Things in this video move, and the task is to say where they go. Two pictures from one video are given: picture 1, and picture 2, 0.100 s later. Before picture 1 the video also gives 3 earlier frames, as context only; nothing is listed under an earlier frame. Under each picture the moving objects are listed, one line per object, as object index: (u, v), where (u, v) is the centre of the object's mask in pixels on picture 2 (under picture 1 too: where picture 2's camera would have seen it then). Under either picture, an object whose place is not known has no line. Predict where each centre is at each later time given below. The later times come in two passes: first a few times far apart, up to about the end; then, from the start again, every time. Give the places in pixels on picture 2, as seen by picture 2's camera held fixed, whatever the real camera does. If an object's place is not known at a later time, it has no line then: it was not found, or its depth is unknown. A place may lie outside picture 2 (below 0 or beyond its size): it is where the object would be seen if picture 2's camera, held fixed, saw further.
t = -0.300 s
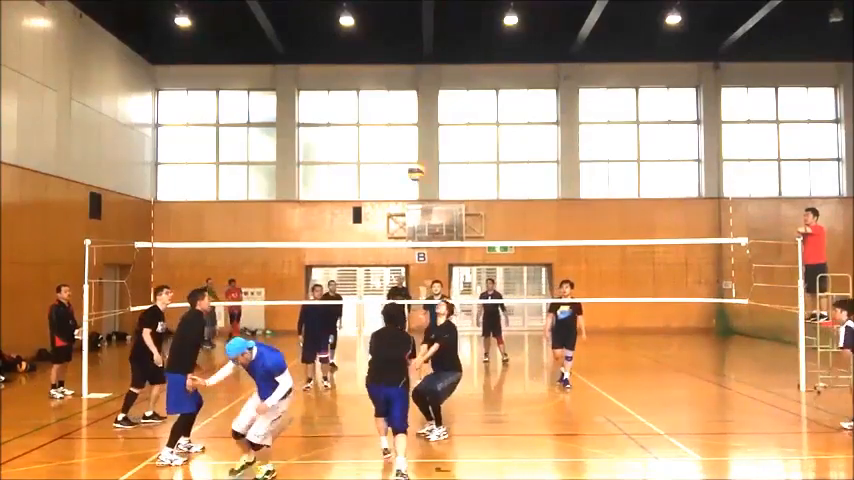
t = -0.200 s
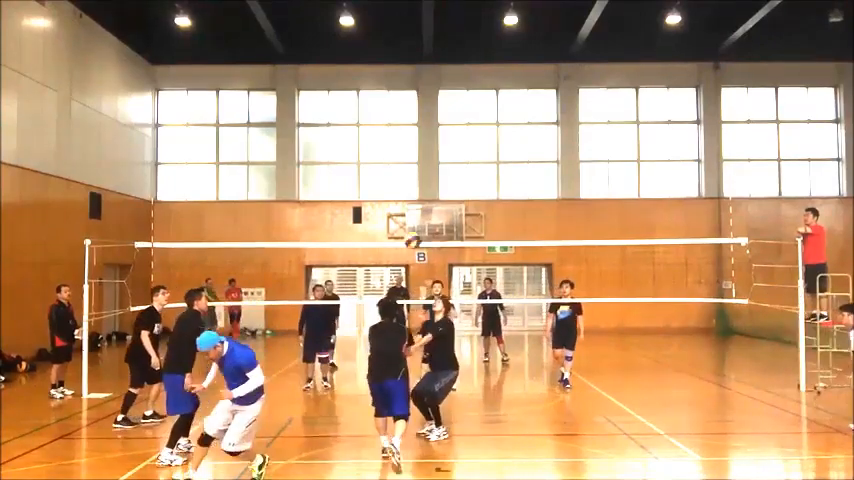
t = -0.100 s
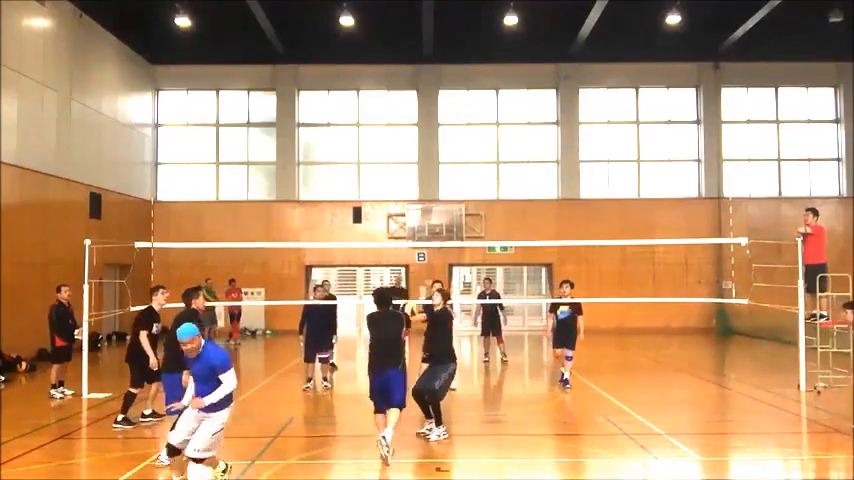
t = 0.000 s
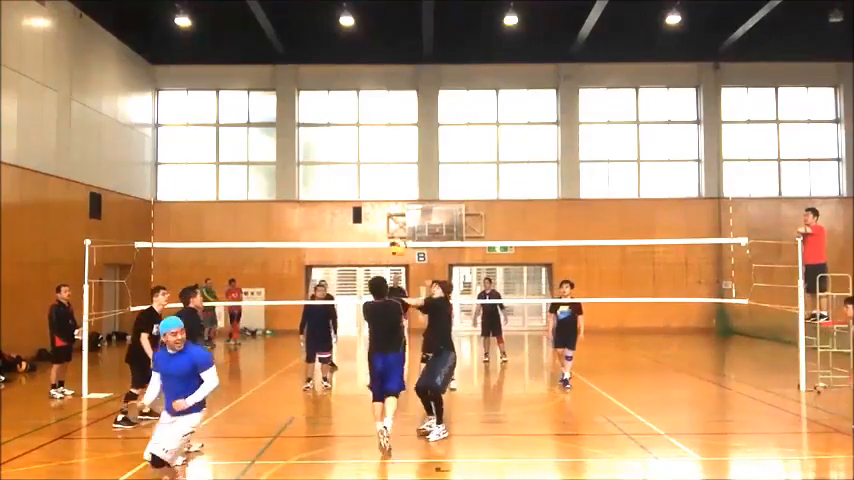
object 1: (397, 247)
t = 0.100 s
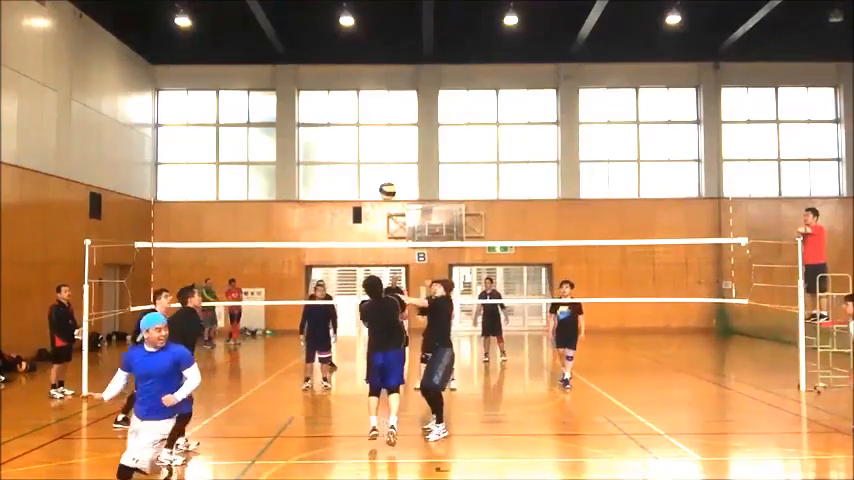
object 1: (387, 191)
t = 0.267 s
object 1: (368, 117)
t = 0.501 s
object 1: (345, 47)
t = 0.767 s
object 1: (317, 28)
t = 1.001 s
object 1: (292, 65)
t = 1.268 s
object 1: (261, 174)
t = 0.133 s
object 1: (383, 174)
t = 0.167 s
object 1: (380, 159)
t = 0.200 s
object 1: (375, 143)
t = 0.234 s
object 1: (372, 129)
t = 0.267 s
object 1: (368, 117)
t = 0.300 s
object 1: (365, 103)
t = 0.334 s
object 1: (362, 91)
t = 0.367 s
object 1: (357, 81)
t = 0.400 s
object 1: (355, 70)
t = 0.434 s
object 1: (351, 63)
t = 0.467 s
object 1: (349, 55)
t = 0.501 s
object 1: (345, 47)
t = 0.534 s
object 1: (342, 43)
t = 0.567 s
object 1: (338, 37)
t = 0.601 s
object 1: (334, 34)
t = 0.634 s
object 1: (331, 30)
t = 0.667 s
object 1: (328, 28)
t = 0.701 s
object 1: (324, 28)
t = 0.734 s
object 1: (320, 28)
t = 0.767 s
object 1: (317, 28)
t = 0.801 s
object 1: (314, 31)
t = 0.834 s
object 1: (310, 34)
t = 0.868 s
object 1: (306, 37)
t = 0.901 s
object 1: (303, 43)
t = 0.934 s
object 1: (299, 50)
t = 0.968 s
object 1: (296, 56)
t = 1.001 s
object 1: (292, 65)
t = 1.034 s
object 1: (288, 74)
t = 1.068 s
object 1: (284, 85)
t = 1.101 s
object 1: (281, 97)
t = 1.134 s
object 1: (277, 109)
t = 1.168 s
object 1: (274, 124)
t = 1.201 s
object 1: (270, 139)
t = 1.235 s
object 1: (265, 157)
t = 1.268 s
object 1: (261, 174)
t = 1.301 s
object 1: (259, 193)
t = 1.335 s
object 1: (255, 213)
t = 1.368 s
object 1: (250, 234)
